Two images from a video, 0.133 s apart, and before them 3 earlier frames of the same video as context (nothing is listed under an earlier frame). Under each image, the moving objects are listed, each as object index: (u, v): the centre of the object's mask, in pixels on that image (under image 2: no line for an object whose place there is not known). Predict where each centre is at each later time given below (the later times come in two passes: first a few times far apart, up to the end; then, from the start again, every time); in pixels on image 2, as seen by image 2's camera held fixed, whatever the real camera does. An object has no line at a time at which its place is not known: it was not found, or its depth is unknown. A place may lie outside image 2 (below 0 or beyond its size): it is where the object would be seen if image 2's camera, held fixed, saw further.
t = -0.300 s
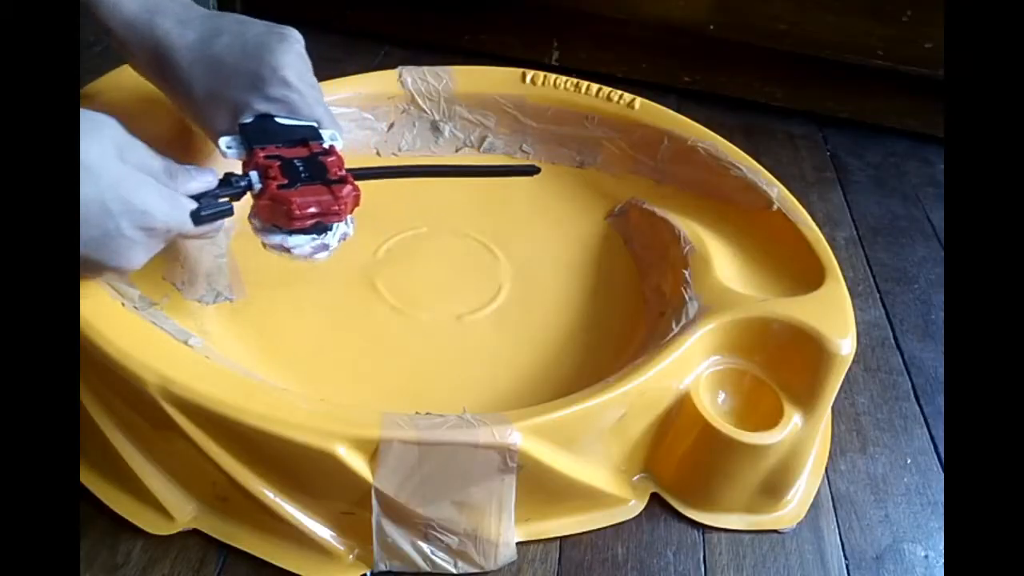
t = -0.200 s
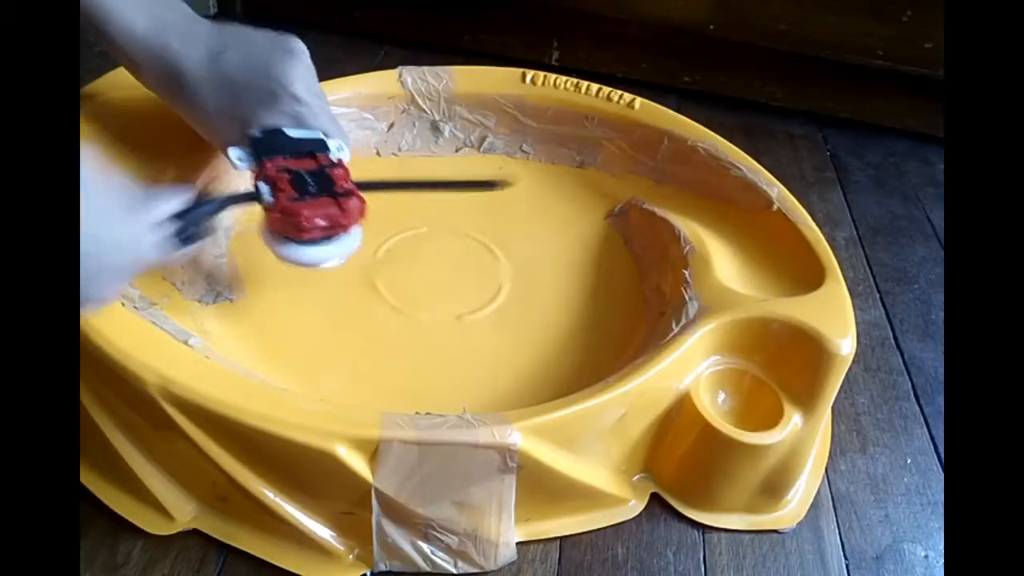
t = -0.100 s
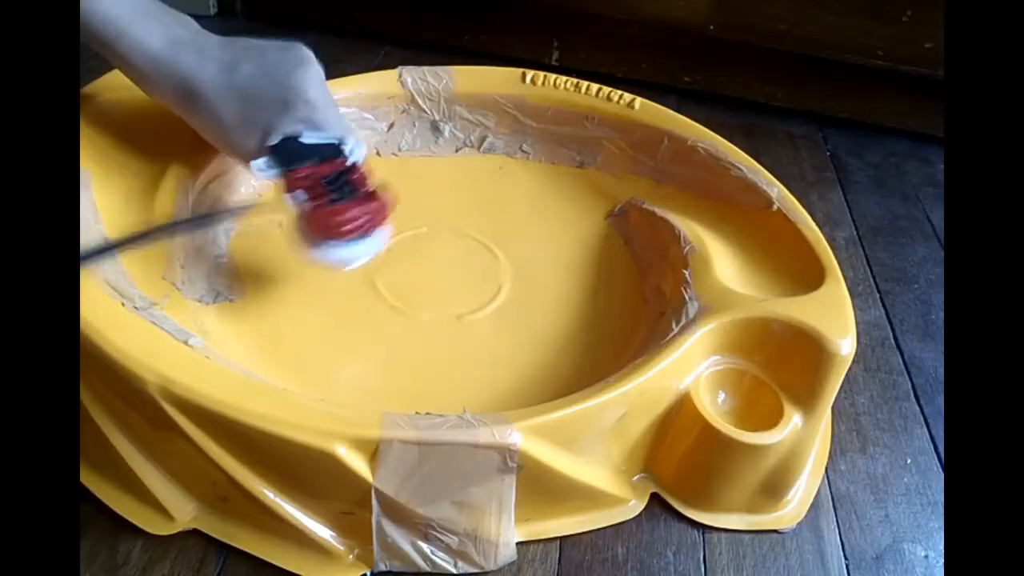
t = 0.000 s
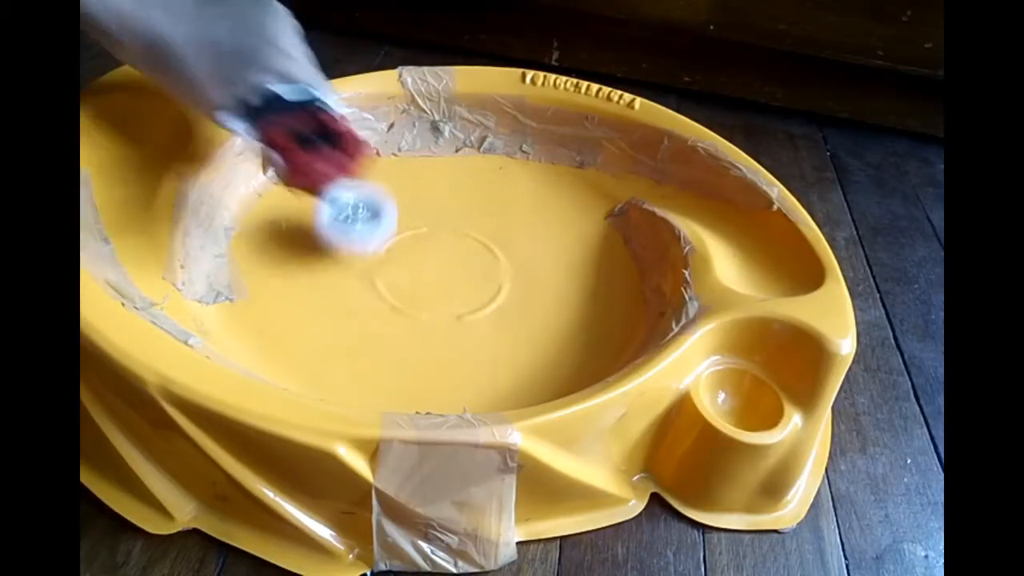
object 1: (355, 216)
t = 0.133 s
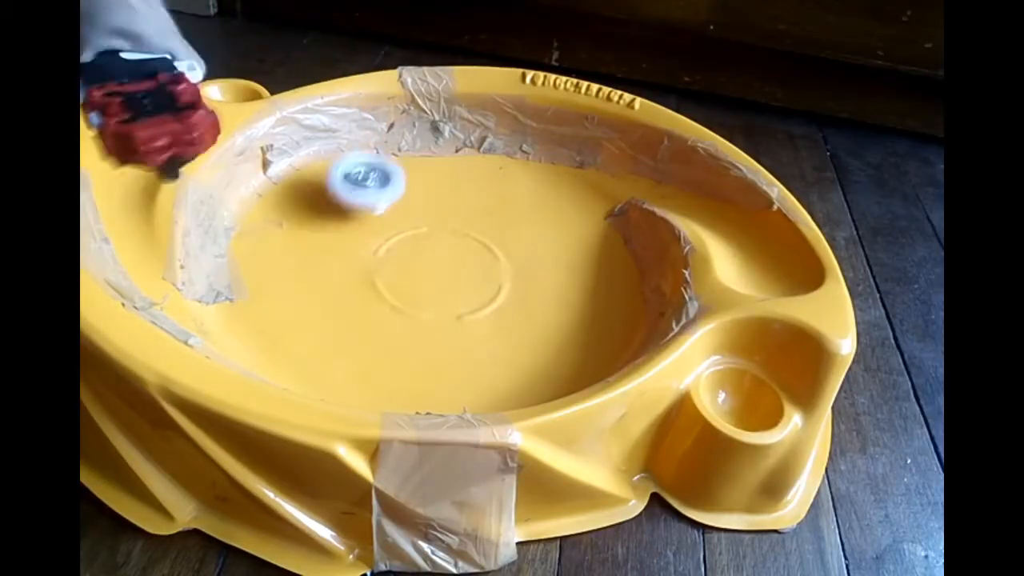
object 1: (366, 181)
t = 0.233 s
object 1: (383, 170)
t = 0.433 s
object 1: (428, 183)
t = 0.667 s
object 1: (442, 222)
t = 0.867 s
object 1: (422, 245)
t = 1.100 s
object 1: (414, 282)
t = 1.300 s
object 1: (396, 304)
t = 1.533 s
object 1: (354, 297)
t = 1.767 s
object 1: (359, 274)
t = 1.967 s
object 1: (399, 265)
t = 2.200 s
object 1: (458, 265)
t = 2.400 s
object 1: (498, 266)
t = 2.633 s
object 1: (478, 279)
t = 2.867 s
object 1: (465, 276)
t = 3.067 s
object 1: (471, 253)
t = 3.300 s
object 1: (476, 233)
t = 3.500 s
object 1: (470, 219)
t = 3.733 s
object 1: (478, 218)
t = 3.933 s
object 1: (477, 217)
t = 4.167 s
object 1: (475, 216)
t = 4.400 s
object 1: (478, 217)
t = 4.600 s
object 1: (477, 219)
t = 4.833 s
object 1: (471, 222)
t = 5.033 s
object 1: (464, 232)
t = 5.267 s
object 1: (465, 240)
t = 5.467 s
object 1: (469, 246)
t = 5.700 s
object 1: (469, 252)
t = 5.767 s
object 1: (468, 253)
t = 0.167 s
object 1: (371, 172)
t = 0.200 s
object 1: (376, 172)
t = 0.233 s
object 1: (383, 170)
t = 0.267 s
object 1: (391, 169)
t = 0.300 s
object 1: (398, 170)
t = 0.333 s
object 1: (406, 172)
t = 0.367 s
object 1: (415, 175)
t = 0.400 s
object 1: (422, 178)
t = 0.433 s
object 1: (428, 183)
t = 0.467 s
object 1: (434, 188)
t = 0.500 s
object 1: (438, 193)
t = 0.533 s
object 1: (441, 199)
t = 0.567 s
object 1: (444, 205)
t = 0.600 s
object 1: (444, 211)
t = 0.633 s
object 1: (444, 216)
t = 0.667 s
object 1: (442, 222)
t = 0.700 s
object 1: (440, 227)
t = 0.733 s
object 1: (437, 231)
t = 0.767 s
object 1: (434, 235)
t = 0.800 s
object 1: (430, 238)
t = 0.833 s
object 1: (425, 242)
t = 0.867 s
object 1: (422, 245)
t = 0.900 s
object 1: (418, 250)
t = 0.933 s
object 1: (416, 254)
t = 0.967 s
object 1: (416, 259)
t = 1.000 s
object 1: (415, 265)
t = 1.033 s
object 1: (415, 270)
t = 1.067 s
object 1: (415, 276)
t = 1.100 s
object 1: (414, 282)
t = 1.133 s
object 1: (412, 287)
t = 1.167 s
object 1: (410, 293)
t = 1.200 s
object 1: (407, 299)
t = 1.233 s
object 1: (405, 302)
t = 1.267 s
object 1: (401, 303)
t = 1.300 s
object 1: (396, 304)
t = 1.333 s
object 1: (390, 304)
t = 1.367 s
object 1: (384, 303)
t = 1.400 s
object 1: (377, 303)
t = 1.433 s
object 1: (370, 302)
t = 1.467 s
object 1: (364, 301)
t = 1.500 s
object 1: (359, 299)
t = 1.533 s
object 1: (354, 297)
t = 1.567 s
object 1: (351, 294)
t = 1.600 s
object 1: (348, 290)
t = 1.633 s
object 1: (347, 287)
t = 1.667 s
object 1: (348, 283)
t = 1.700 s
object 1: (351, 280)
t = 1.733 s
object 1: (354, 277)
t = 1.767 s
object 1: (359, 274)
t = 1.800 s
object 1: (365, 271)
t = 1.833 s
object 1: (371, 268)
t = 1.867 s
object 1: (377, 265)
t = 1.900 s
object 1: (382, 265)
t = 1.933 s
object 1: (390, 265)
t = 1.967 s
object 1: (399, 265)
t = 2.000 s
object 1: (408, 264)
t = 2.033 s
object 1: (417, 265)
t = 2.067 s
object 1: (426, 265)
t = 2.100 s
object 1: (434, 265)
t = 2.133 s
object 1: (442, 265)
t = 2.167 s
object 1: (451, 265)
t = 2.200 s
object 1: (458, 265)
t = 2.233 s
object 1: (465, 265)
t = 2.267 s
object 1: (472, 264)
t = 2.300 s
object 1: (478, 264)
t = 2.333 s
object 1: (485, 264)
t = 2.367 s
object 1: (491, 265)
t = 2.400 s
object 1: (498, 266)
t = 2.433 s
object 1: (501, 266)
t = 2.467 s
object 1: (501, 267)
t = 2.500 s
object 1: (499, 270)
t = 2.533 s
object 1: (497, 272)
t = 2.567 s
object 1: (493, 274)
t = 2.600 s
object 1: (487, 277)
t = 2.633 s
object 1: (478, 279)
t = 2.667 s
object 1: (468, 280)
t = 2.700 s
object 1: (462, 281)
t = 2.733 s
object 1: (458, 282)
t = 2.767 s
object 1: (457, 281)
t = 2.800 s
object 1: (459, 280)
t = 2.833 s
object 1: (462, 279)
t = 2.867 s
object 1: (465, 276)
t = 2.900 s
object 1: (468, 272)
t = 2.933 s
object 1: (471, 268)
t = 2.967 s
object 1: (472, 264)
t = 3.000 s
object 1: (472, 260)
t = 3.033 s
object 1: (472, 256)
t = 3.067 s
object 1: (471, 253)
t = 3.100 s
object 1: (471, 250)
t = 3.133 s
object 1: (471, 247)
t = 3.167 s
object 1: (472, 244)
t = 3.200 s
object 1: (473, 242)
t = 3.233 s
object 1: (474, 239)
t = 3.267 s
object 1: (475, 235)
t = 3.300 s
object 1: (476, 233)
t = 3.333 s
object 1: (476, 230)
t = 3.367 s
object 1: (475, 227)
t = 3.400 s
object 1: (474, 225)
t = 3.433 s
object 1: (472, 223)
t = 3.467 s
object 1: (471, 221)
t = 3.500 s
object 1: (470, 219)
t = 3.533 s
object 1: (469, 217)
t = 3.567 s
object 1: (469, 215)
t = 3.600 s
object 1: (469, 213)
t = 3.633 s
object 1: (471, 212)
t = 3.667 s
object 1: (472, 214)
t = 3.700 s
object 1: (475, 216)
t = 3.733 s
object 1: (478, 218)
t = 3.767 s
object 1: (480, 219)
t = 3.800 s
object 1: (482, 219)
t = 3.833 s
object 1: (483, 218)
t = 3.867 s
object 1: (482, 218)
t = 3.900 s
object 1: (480, 218)
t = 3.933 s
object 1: (477, 217)
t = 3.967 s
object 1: (476, 216)
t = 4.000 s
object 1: (475, 215)
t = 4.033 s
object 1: (475, 215)
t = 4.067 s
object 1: (475, 215)
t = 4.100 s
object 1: (475, 216)
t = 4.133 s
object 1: (475, 216)
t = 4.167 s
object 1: (475, 216)
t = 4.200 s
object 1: (476, 216)
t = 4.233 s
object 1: (477, 216)
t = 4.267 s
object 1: (477, 216)
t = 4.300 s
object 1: (478, 216)
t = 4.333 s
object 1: (478, 216)
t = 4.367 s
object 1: (478, 217)
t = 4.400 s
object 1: (478, 217)
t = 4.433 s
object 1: (478, 217)
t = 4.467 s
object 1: (478, 218)
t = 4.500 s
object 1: (478, 218)
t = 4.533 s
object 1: (478, 218)
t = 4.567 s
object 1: (477, 218)
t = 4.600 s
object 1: (477, 219)
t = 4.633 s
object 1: (476, 219)
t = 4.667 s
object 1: (476, 219)
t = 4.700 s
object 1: (475, 220)
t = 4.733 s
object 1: (474, 220)
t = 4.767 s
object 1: (473, 221)
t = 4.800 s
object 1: (472, 221)
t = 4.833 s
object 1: (471, 222)
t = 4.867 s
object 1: (469, 224)
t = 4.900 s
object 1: (468, 225)
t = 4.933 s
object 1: (467, 226)
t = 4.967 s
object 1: (466, 228)
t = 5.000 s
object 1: (465, 230)
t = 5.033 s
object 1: (464, 232)
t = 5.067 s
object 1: (463, 233)
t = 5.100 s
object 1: (463, 234)
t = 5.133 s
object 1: (462, 235)
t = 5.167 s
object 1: (463, 237)
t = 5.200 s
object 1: (463, 238)
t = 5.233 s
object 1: (464, 239)
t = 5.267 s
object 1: (465, 240)
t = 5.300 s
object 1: (466, 241)
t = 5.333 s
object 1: (466, 242)
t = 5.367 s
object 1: (467, 243)
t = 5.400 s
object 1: (468, 244)
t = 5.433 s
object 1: (468, 245)
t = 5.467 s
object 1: (469, 246)
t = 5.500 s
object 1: (469, 247)
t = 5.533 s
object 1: (470, 248)
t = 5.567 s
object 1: (470, 249)
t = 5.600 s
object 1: (470, 250)
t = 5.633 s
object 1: (470, 251)
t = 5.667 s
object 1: (469, 251)
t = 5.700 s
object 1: (469, 252)
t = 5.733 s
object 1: (469, 252)
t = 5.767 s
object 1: (468, 253)
